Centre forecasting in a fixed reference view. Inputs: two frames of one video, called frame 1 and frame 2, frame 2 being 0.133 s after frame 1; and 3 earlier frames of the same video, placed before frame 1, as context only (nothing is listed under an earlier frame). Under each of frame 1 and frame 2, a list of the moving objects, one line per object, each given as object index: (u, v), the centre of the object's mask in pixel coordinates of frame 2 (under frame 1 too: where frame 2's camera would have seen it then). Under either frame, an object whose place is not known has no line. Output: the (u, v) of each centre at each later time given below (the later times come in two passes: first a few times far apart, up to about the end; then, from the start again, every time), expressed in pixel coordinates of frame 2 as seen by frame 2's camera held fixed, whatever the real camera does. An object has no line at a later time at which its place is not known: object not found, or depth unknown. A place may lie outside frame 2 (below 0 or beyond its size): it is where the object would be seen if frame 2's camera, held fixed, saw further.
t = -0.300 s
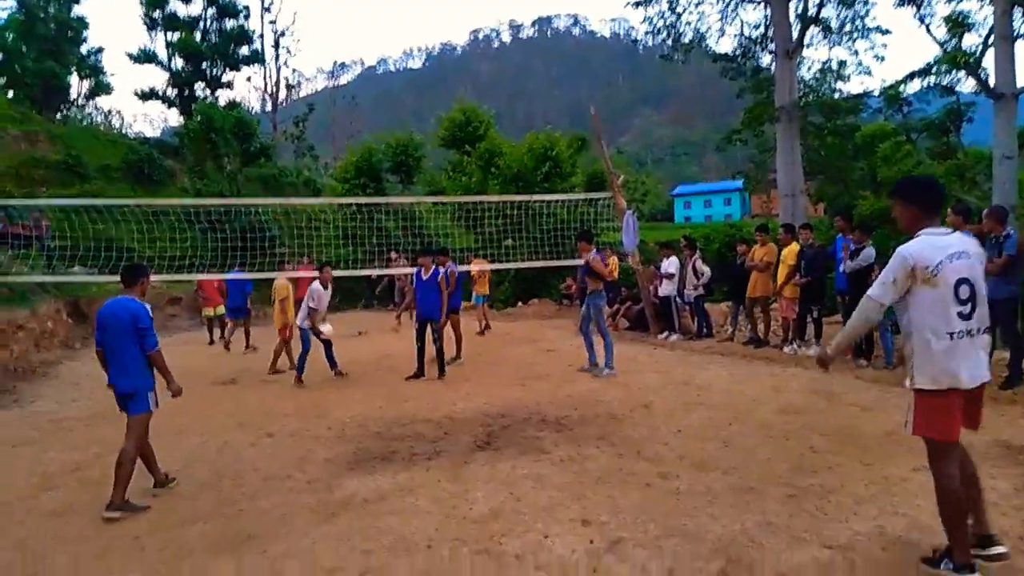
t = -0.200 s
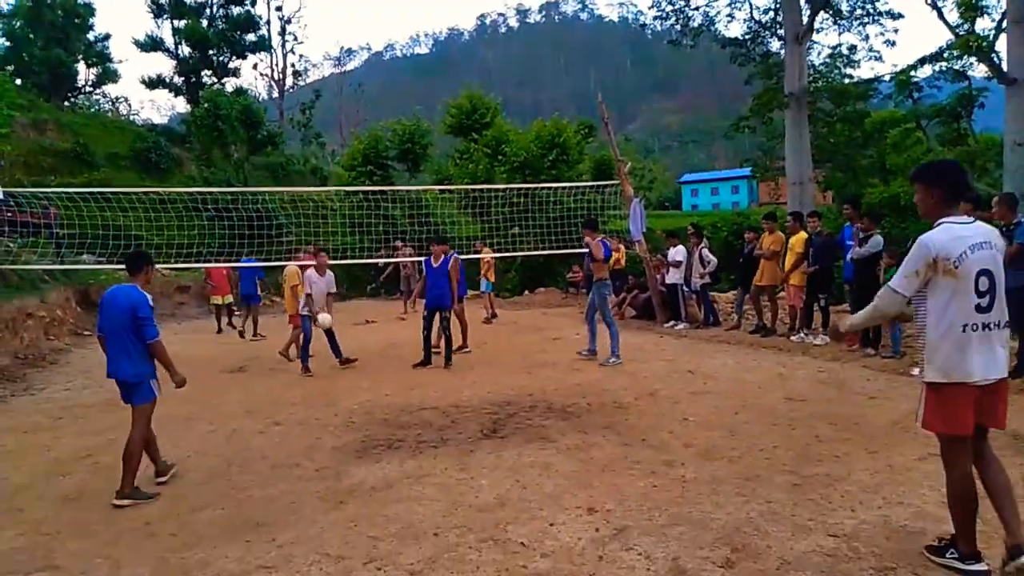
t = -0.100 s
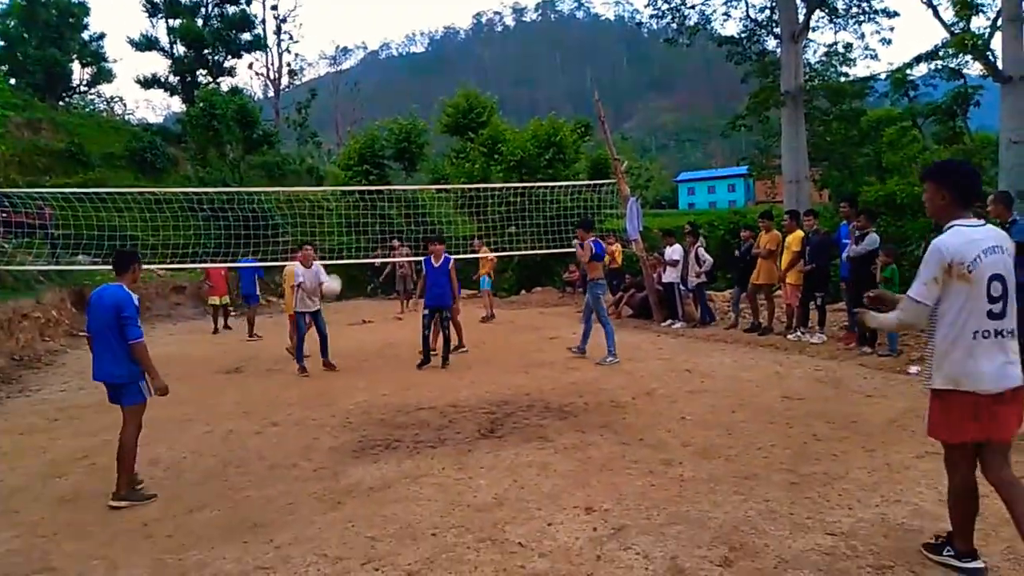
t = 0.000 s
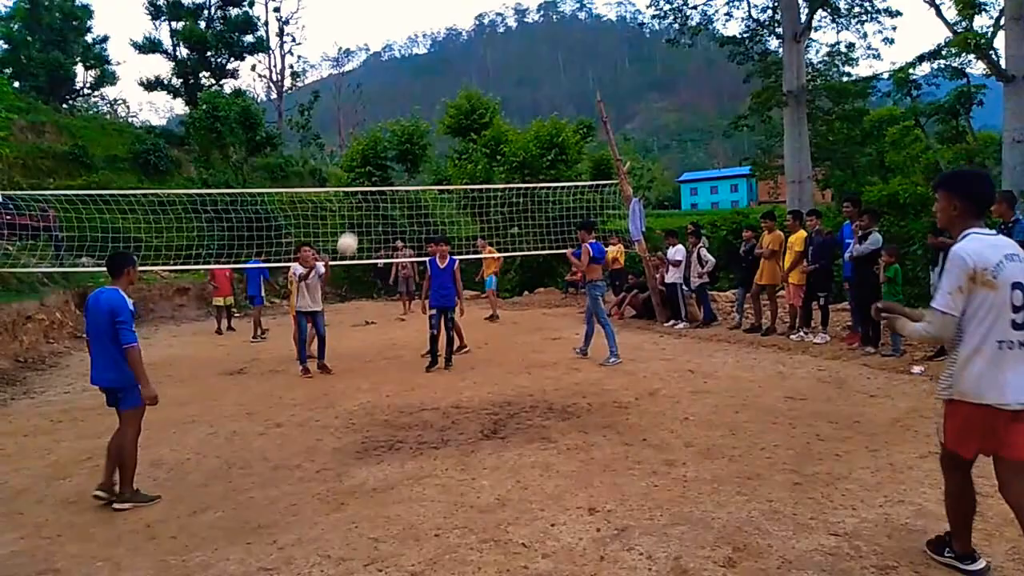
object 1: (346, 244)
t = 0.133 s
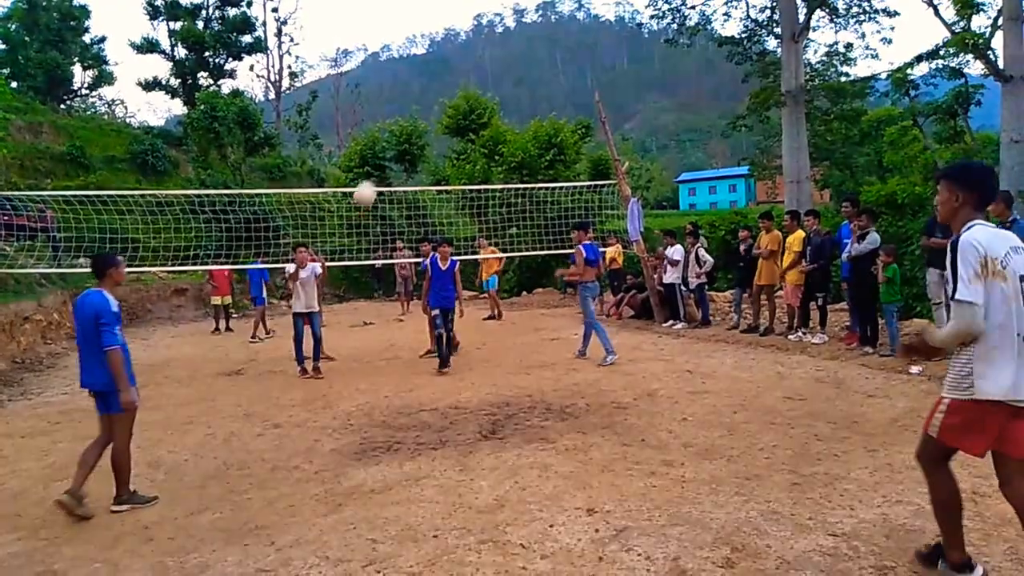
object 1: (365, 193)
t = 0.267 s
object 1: (392, 150)
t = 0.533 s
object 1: (475, 102)
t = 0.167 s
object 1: (371, 180)
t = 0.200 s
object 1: (378, 169)
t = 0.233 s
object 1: (385, 158)
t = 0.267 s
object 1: (392, 150)
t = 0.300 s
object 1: (399, 141)
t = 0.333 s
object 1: (408, 132)
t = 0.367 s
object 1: (417, 124)
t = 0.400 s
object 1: (427, 116)
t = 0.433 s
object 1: (437, 112)
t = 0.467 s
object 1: (448, 108)
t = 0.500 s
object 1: (461, 104)
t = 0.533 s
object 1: (475, 102)
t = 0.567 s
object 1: (488, 101)
